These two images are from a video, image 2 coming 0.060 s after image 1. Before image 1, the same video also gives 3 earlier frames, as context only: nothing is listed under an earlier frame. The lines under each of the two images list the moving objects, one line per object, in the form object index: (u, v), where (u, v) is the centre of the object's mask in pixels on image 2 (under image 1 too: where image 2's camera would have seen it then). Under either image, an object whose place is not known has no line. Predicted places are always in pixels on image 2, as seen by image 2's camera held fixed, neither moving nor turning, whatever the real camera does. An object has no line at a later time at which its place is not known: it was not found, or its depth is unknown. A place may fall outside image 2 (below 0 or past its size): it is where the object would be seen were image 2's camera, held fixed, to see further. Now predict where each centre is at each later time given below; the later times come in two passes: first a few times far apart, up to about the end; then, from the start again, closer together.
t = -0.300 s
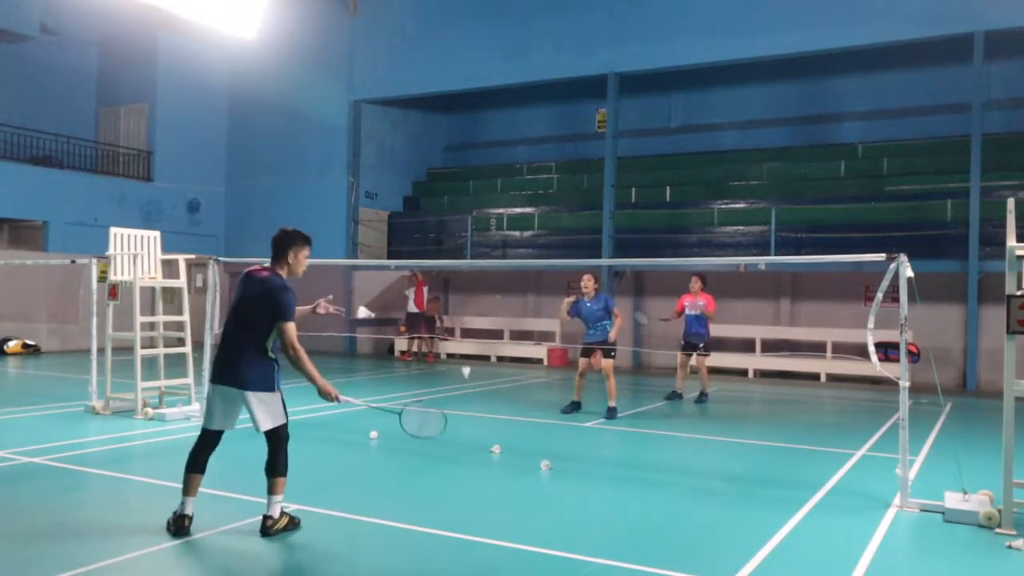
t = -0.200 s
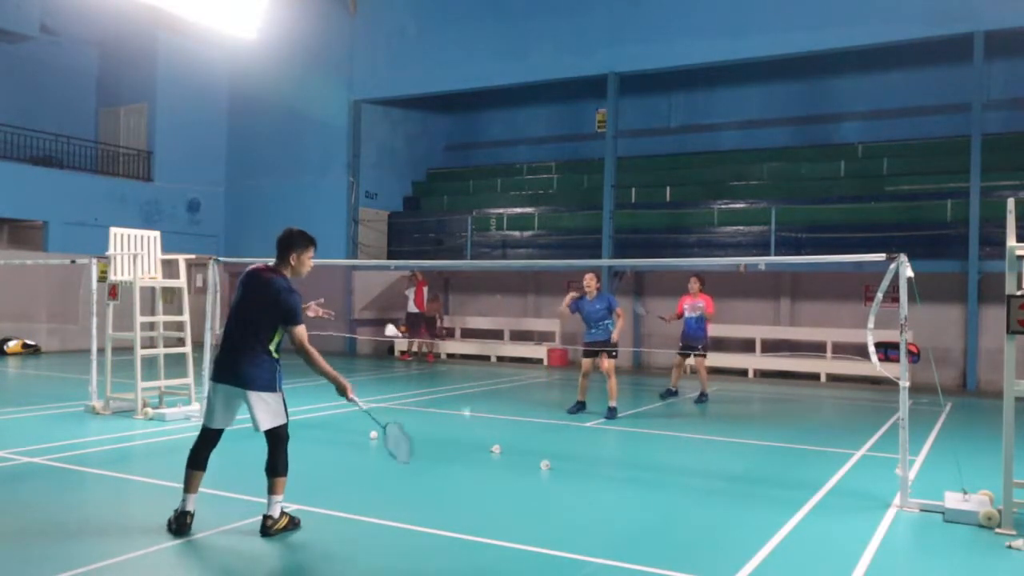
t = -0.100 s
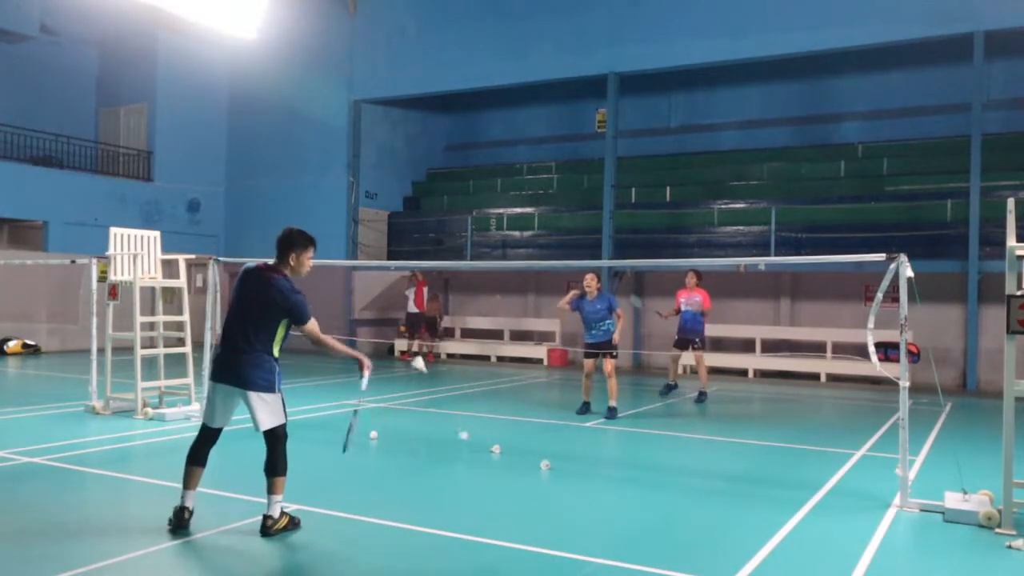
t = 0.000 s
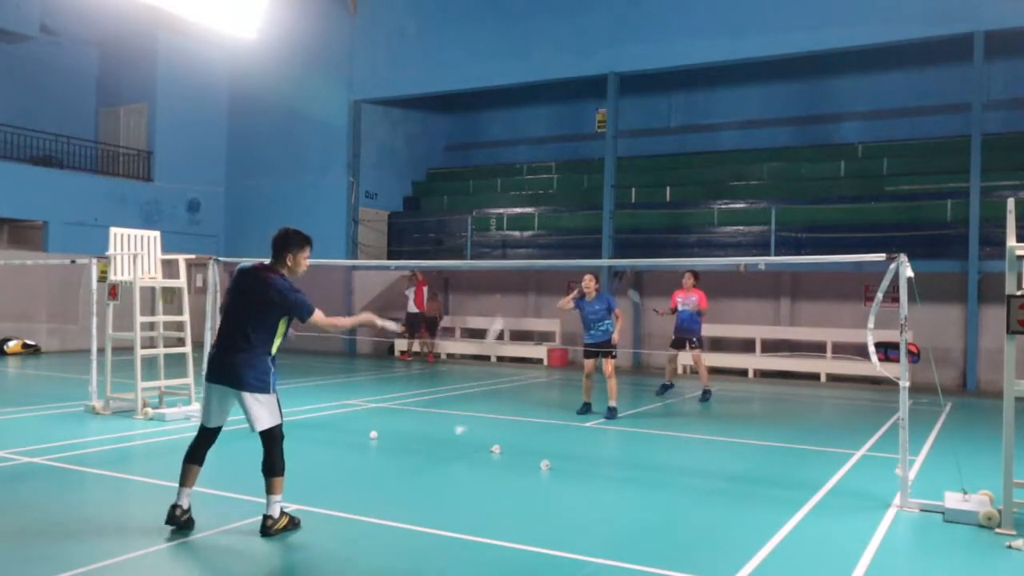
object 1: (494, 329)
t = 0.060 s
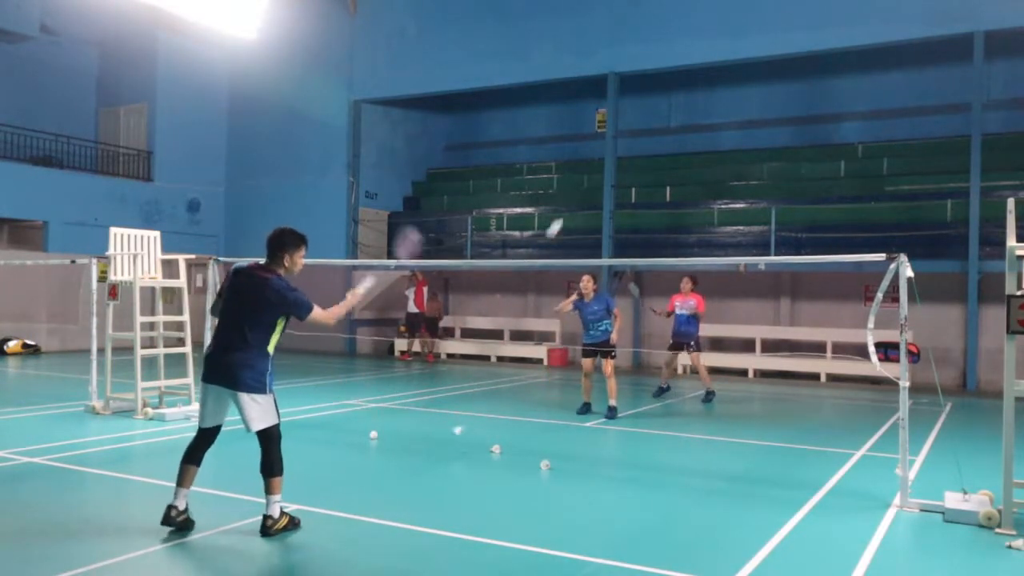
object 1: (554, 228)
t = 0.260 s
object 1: (666, 84)
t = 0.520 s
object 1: (734, 45)
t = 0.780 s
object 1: (775, 77)
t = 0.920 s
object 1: (792, 113)
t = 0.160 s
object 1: (622, 134)
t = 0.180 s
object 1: (632, 121)
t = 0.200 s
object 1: (642, 110)
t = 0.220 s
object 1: (650, 100)
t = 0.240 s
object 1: (658, 91)
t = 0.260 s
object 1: (666, 84)
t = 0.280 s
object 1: (673, 77)
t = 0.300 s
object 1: (680, 71)
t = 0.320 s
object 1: (685, 66)
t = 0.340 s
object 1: (691, 61)
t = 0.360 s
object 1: (697, 57)
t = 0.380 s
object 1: (702, 54)
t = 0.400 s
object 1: (708, 51)
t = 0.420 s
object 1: (712, 49)
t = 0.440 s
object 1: (717, 47)
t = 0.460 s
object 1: (721, 46)
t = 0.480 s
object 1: (726, 45)
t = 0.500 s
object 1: (730, 45)
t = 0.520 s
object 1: (734, 45)
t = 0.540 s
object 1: (738, 45)
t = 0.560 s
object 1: (741, 46)
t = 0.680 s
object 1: (761, 58)
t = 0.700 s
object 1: (764, 62)
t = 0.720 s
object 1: (767, 65)
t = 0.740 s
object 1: (770, 68)
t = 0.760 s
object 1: (772, 72)
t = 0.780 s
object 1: (775, 77)
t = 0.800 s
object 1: (778, 81)
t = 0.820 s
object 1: (780, 86)
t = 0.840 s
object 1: (783, 91)
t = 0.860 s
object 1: (785, 96)
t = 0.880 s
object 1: (788, 101)
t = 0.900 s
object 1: (790, 107)
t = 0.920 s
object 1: (792, 113)
